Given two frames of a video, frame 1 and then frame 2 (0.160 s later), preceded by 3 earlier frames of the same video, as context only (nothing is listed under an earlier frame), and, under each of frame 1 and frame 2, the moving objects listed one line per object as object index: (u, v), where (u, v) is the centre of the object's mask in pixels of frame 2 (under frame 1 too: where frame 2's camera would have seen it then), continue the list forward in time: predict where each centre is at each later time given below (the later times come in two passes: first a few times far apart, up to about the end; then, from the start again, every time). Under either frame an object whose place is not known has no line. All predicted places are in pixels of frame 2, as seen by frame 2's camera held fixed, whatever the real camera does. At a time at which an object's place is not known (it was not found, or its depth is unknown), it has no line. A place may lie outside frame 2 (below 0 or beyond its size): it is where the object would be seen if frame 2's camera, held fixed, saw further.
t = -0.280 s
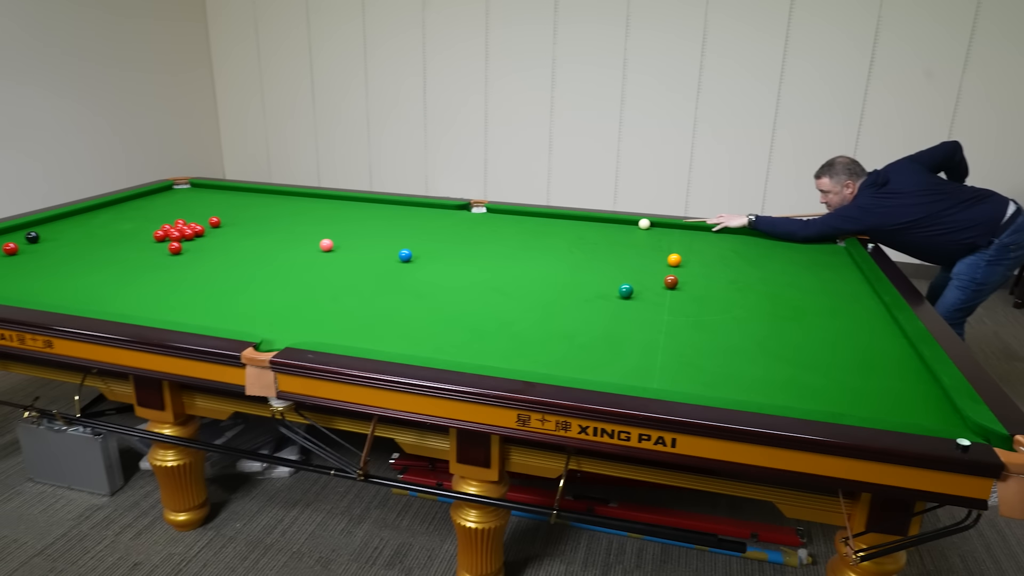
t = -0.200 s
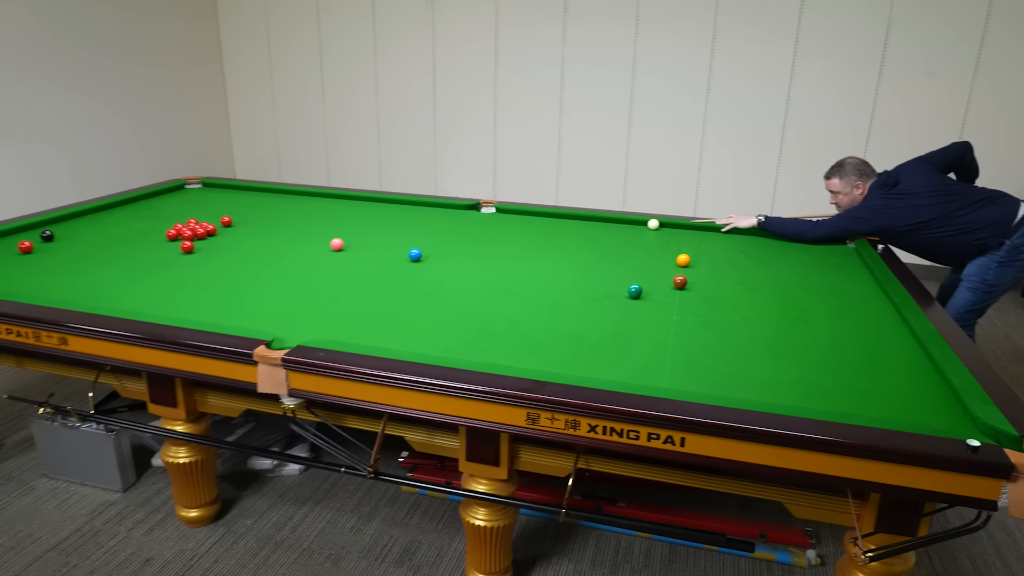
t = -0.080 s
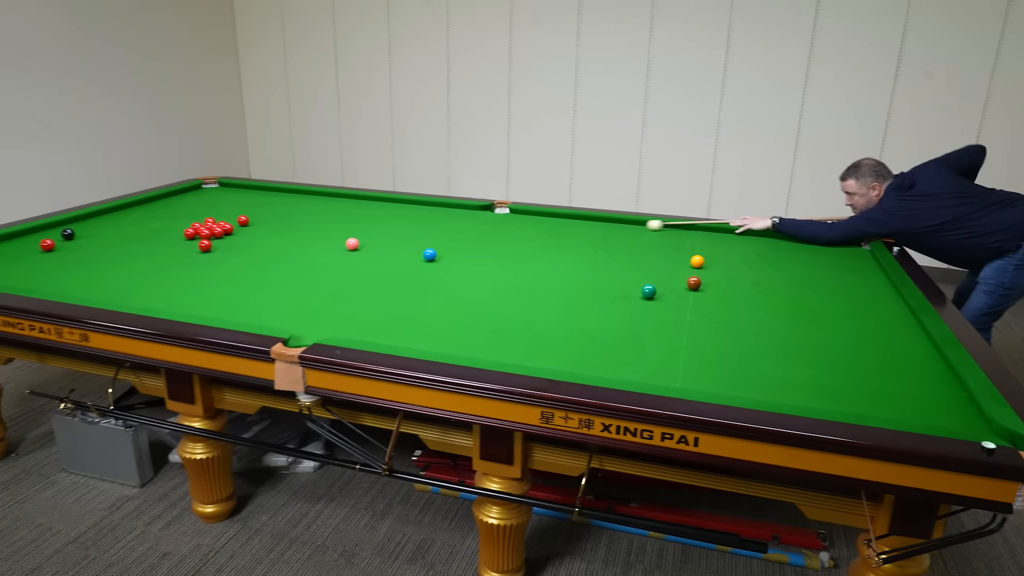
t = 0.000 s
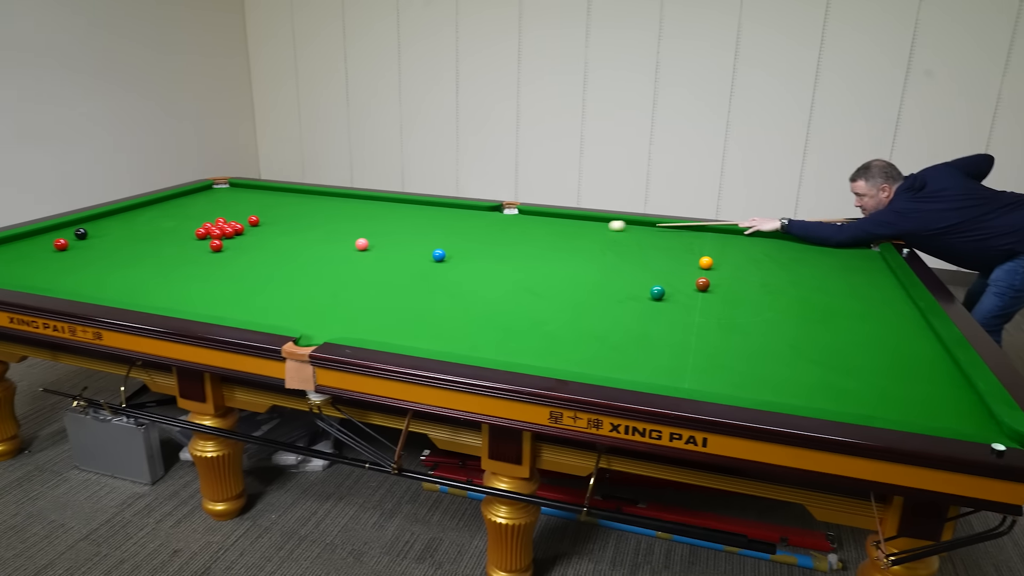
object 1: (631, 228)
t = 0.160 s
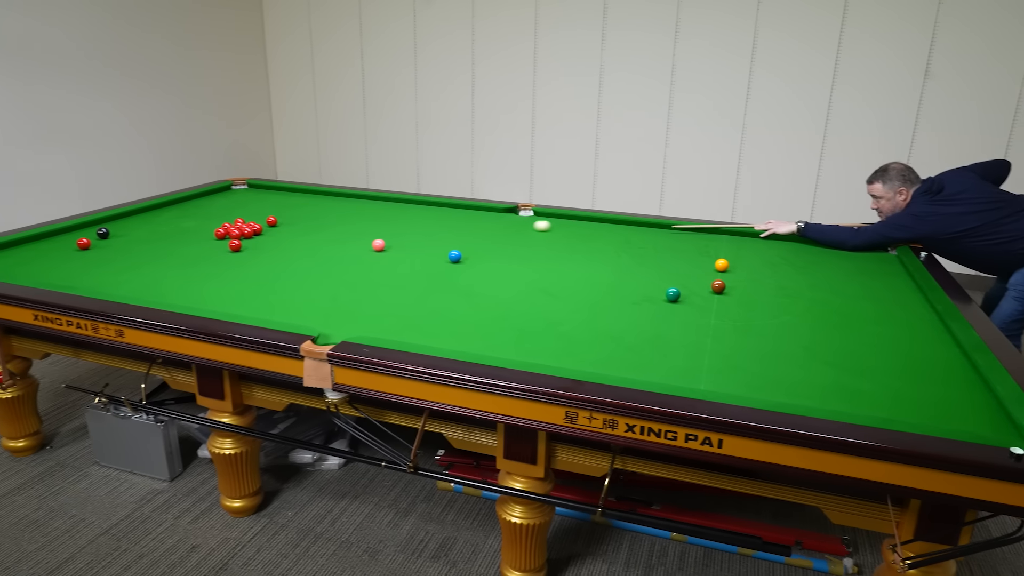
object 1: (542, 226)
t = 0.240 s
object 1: (497, 225)
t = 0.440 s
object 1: (386, 222)
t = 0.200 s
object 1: (519, 225)
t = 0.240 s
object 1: (497, 225)
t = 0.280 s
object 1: (475, 224)
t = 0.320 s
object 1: (452, 224)
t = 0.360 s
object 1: (430, 223)
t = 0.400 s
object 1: (408, 223)
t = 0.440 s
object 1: (386, 222)
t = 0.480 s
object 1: (364, 222)
